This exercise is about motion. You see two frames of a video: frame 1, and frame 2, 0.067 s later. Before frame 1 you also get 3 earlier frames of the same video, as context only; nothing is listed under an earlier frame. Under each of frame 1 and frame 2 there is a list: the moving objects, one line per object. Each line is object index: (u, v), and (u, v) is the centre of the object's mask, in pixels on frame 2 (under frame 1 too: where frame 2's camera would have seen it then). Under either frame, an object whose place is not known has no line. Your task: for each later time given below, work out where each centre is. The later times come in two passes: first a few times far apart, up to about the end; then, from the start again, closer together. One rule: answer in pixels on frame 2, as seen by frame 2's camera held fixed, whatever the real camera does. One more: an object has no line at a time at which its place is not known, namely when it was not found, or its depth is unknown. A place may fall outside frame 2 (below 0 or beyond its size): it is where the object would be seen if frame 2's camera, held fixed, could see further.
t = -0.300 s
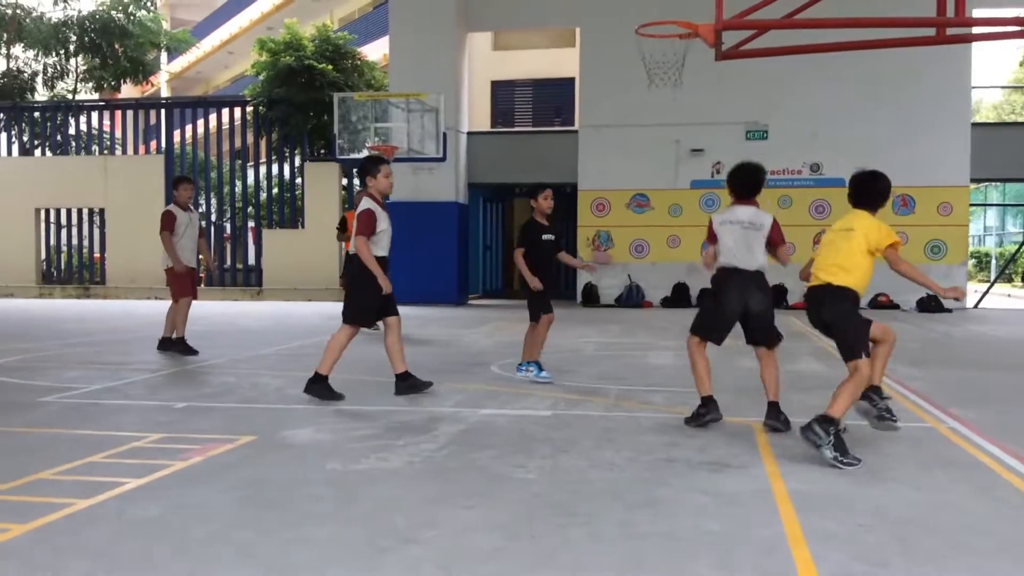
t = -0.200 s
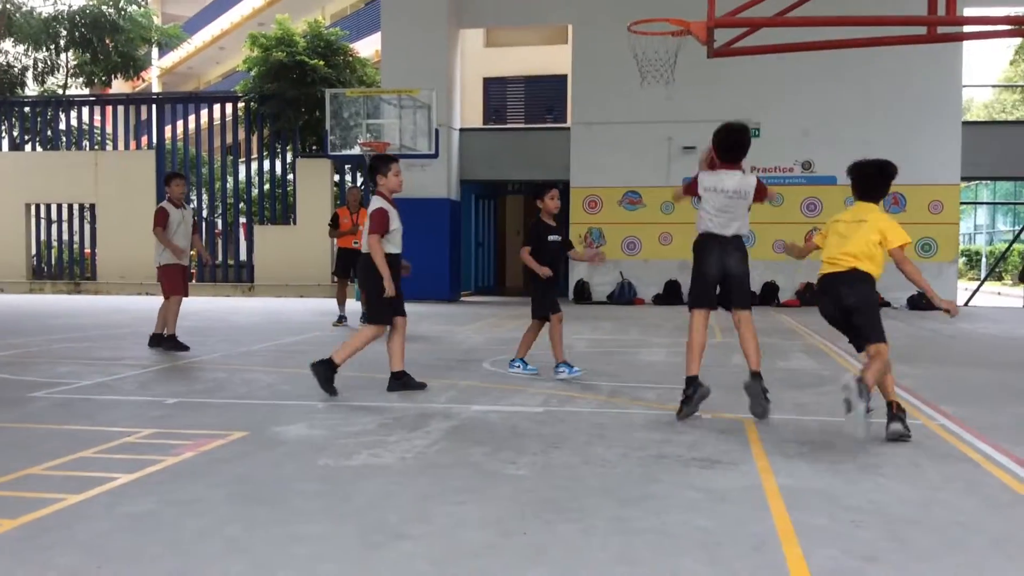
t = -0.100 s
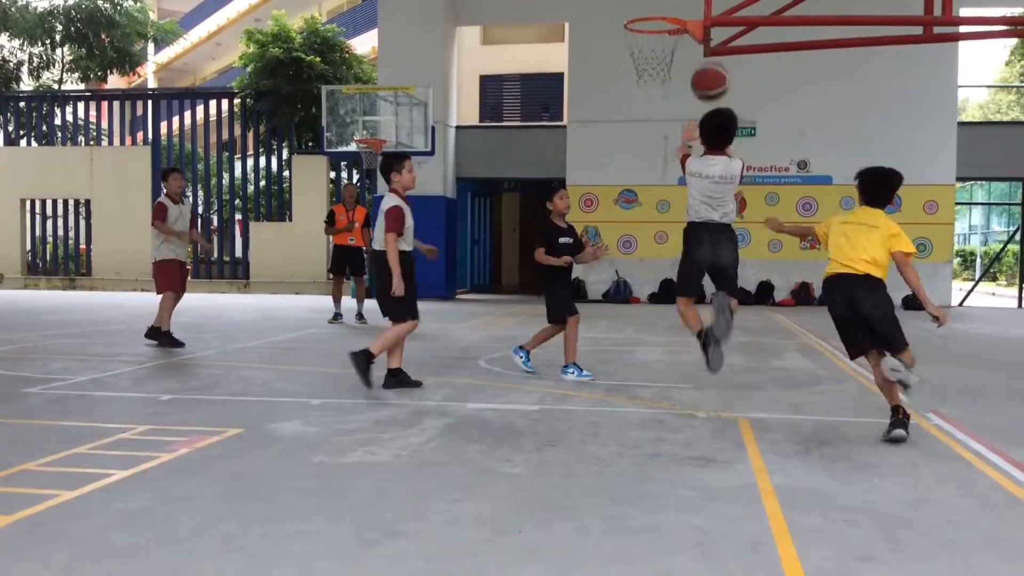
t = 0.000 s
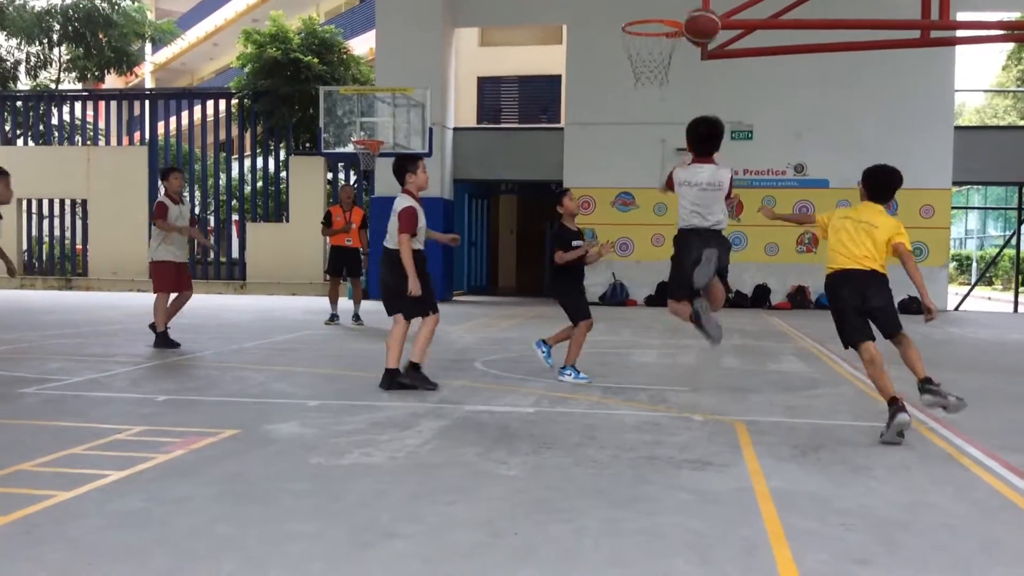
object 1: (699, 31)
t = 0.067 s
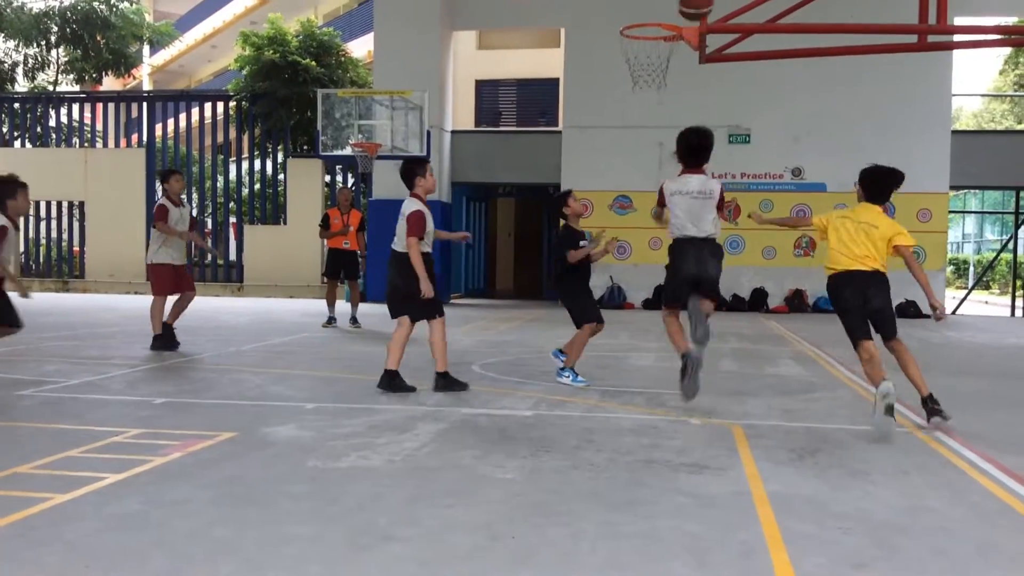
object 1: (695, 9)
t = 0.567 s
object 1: (666, 15)
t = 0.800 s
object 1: (662, 12)
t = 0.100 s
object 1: (691, 3)
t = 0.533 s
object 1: (667, 8)
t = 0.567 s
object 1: (666, 15)
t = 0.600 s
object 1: (660, 28)
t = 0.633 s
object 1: (649, 26)
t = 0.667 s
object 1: (638, 29)
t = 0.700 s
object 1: (639, 24)
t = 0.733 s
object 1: (648, 19)
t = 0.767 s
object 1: (657, 14)
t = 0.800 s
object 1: (662, 12)
